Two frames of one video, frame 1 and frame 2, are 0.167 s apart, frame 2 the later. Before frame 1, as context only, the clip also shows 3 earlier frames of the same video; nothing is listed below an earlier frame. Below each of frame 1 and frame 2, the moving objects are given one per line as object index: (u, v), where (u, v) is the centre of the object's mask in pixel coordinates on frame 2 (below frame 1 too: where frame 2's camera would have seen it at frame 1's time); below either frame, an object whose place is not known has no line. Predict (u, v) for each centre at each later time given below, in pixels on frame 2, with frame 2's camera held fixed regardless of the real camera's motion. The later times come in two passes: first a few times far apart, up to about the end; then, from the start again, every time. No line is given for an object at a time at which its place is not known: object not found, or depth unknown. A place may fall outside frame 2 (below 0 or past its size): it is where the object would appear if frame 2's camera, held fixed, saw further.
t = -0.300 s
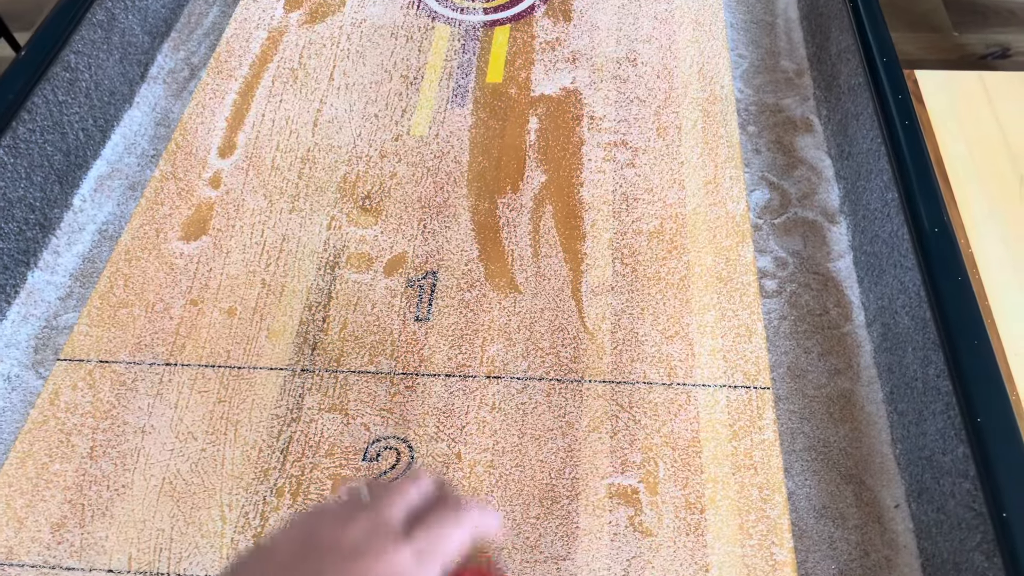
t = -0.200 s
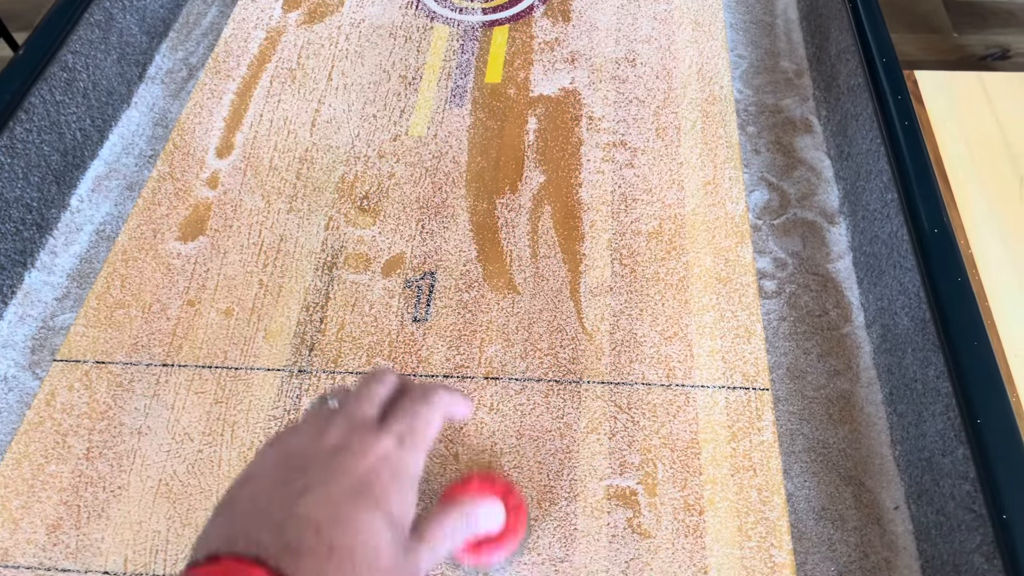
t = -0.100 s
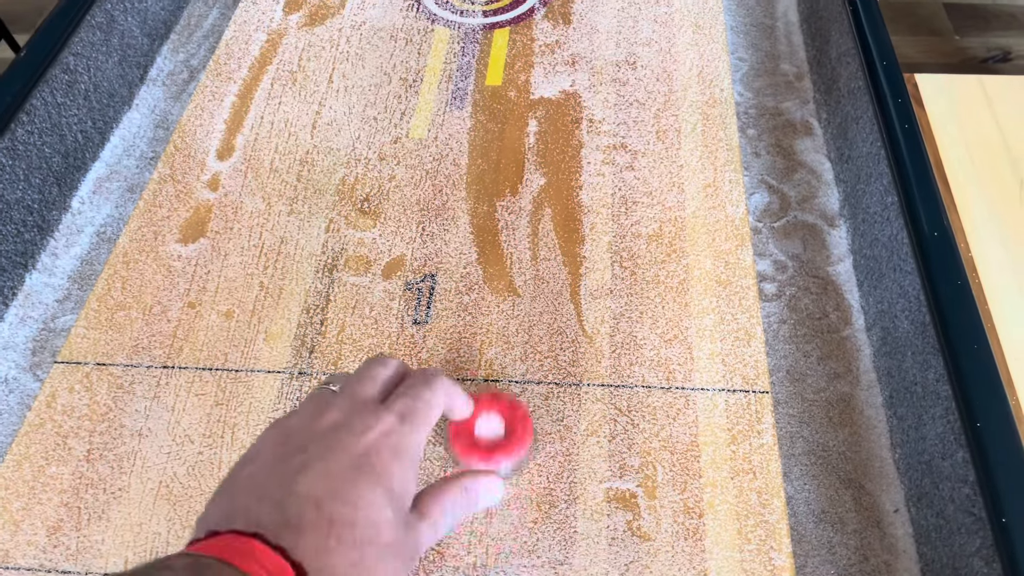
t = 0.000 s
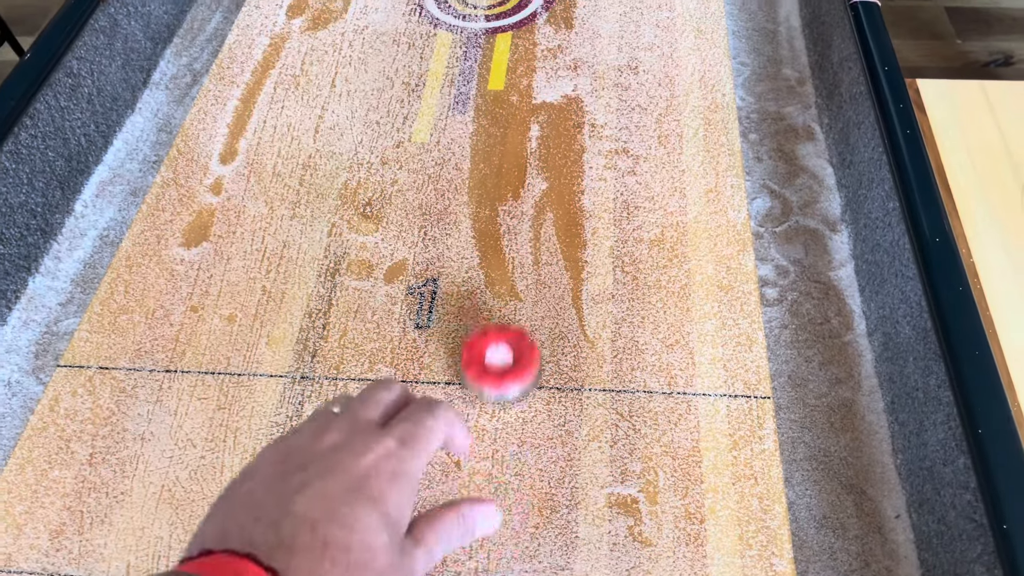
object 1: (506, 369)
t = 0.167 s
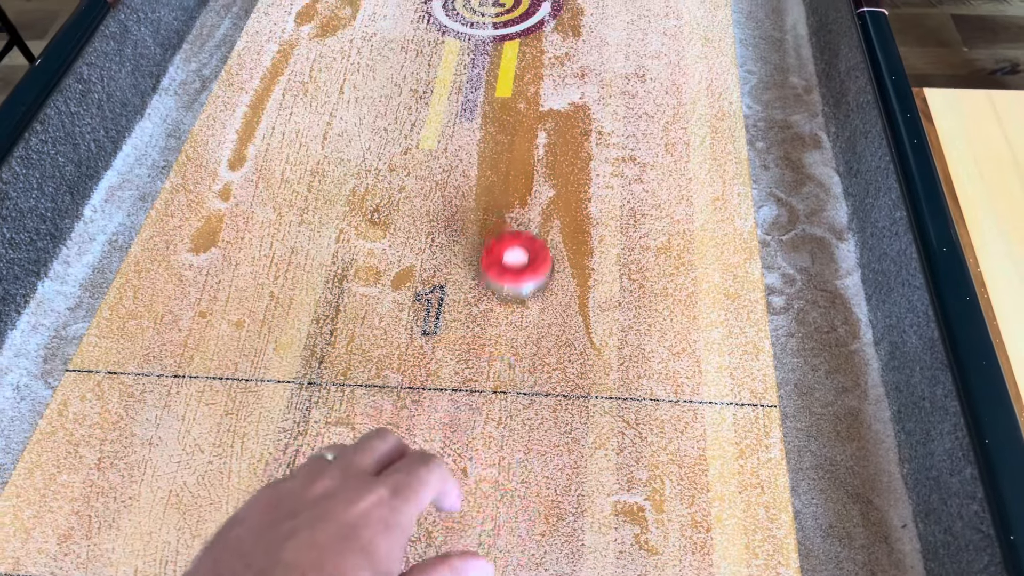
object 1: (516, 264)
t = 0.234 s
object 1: (519, 229)
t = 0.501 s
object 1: (526, 108)
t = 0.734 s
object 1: (527, 28)
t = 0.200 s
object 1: (518, 247)
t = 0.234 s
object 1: (519, 229)
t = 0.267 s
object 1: (521, 212)
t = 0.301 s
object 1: (522, 195)
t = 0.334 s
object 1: (522, 179)
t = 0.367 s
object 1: (524, 165)
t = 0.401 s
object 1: (524, 149)
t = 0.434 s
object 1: (525, 136)
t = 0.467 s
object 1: (526, 121)
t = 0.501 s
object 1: (526, 108)
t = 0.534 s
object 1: (527, 96)
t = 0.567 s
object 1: (527, 83)
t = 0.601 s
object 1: (527, 71)
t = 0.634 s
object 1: (527, 60)
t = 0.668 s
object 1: (528, 49)
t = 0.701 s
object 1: (528, 39)
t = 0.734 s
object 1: (527, 28)
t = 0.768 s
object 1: (528, 19)
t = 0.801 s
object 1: (528, 8)
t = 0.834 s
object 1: (529, -2)
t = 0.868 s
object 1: (529, -12)
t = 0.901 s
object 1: (530, -20)
